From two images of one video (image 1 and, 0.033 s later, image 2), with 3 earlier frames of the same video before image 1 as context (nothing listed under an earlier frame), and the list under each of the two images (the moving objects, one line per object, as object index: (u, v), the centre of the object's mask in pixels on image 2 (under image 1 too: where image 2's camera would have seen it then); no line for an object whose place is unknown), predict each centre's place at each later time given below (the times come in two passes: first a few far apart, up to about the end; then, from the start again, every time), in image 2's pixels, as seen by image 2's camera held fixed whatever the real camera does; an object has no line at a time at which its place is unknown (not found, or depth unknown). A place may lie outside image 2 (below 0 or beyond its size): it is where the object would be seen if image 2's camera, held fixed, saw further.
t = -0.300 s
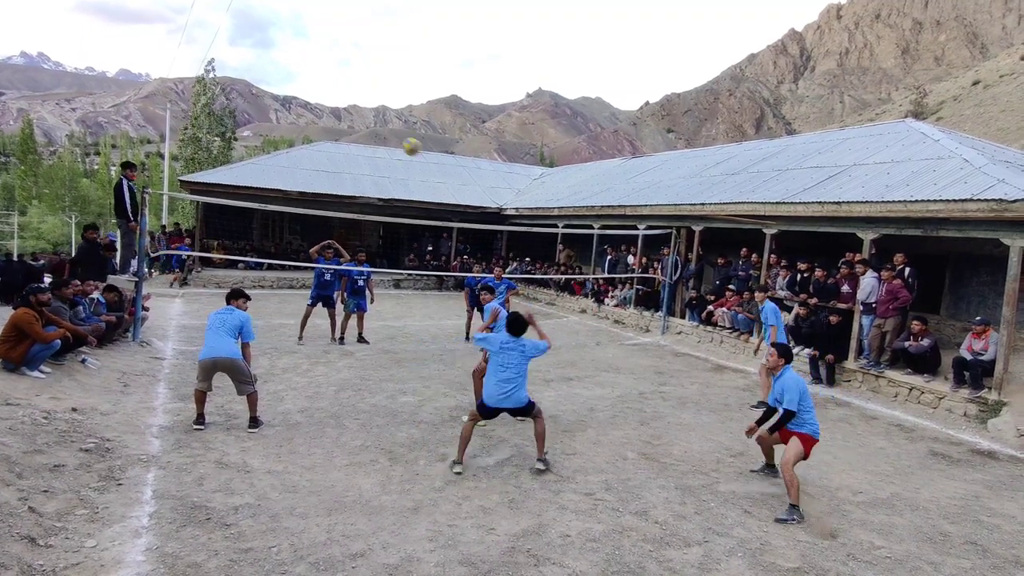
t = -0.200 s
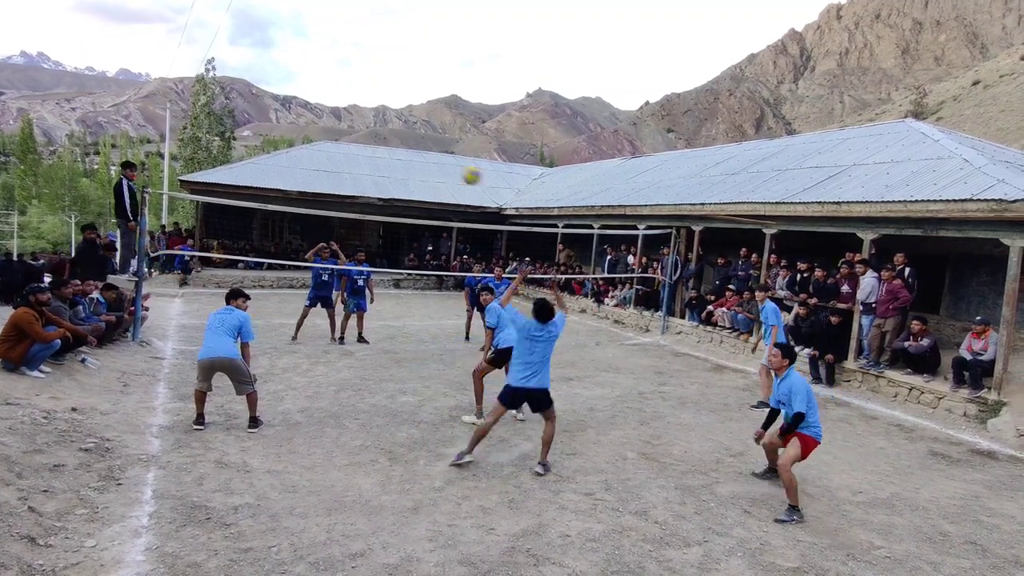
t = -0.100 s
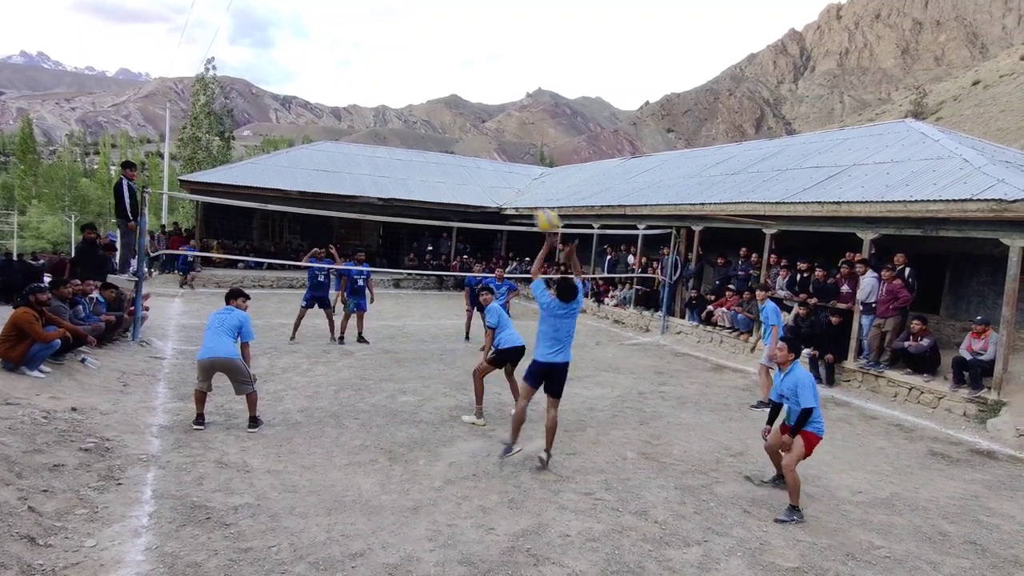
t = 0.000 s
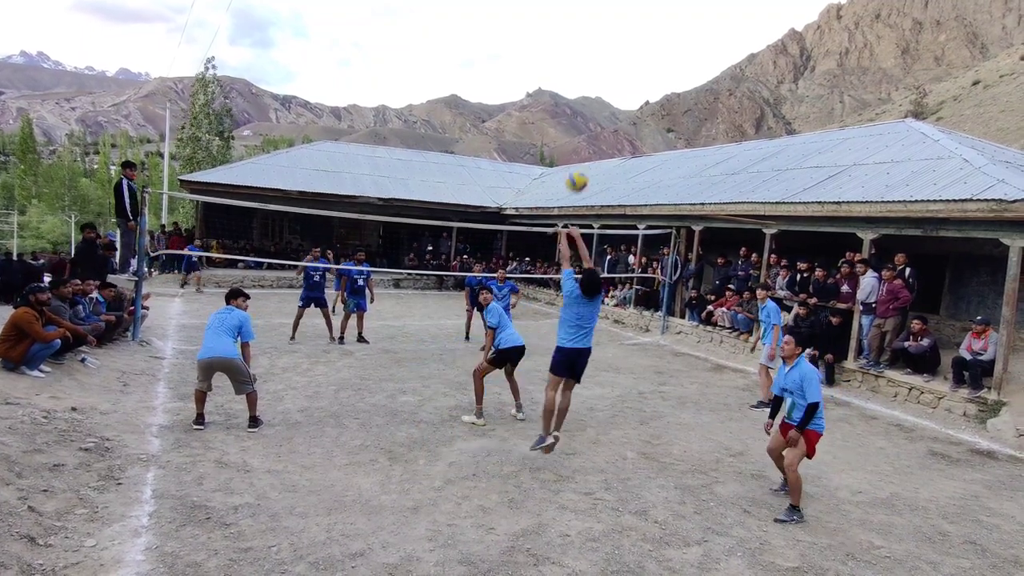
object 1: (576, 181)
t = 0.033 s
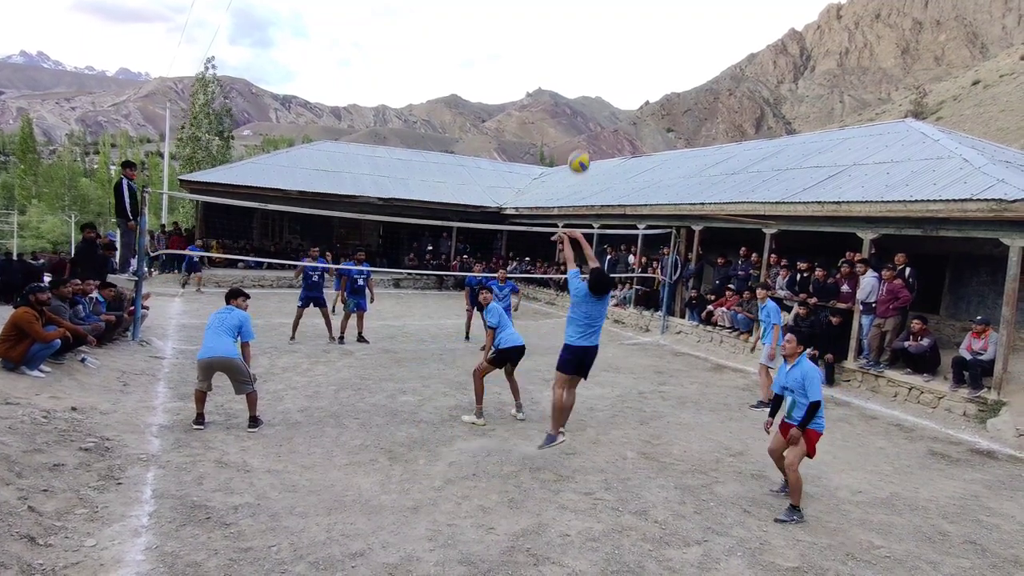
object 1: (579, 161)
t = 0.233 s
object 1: (589, 84)
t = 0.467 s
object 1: (594, 52)
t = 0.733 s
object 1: (596, 76)
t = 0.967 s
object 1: (593, 137)
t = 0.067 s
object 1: (581, 145)
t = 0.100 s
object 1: (582, 130)
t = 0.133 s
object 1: (583, 116)
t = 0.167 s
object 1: (585, 104)
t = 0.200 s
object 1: (587, 93)
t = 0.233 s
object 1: (589, 84)
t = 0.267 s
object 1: (590, 76)
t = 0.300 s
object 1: (591, 69)
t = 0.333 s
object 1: (592, 63)
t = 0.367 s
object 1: (593, 58)
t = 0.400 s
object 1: (594, 55)
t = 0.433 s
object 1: (594, 53)
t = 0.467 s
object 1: (594, 52)
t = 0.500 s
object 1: (595, 52)
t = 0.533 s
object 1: (596, 52)
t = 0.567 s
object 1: (596, 54)
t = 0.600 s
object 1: (596, 57)
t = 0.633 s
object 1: (596, 61)
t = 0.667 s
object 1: (596, 65)
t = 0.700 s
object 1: (596, 70)
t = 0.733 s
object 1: (596, 76)
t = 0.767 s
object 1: (596, 83)
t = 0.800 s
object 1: (595, 91)
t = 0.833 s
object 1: (595, 99)
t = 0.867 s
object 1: (594, 106)
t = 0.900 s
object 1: (594, 116)
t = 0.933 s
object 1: (593, 126)
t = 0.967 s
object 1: (593, 137)
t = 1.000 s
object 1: (592, 147)
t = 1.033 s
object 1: (591, 158)
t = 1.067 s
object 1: (590, 172)
